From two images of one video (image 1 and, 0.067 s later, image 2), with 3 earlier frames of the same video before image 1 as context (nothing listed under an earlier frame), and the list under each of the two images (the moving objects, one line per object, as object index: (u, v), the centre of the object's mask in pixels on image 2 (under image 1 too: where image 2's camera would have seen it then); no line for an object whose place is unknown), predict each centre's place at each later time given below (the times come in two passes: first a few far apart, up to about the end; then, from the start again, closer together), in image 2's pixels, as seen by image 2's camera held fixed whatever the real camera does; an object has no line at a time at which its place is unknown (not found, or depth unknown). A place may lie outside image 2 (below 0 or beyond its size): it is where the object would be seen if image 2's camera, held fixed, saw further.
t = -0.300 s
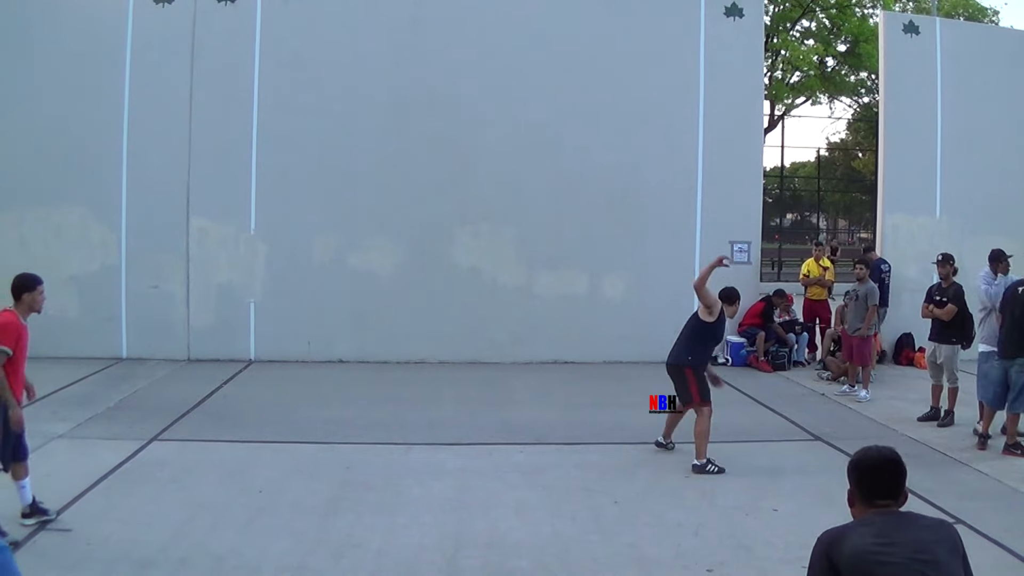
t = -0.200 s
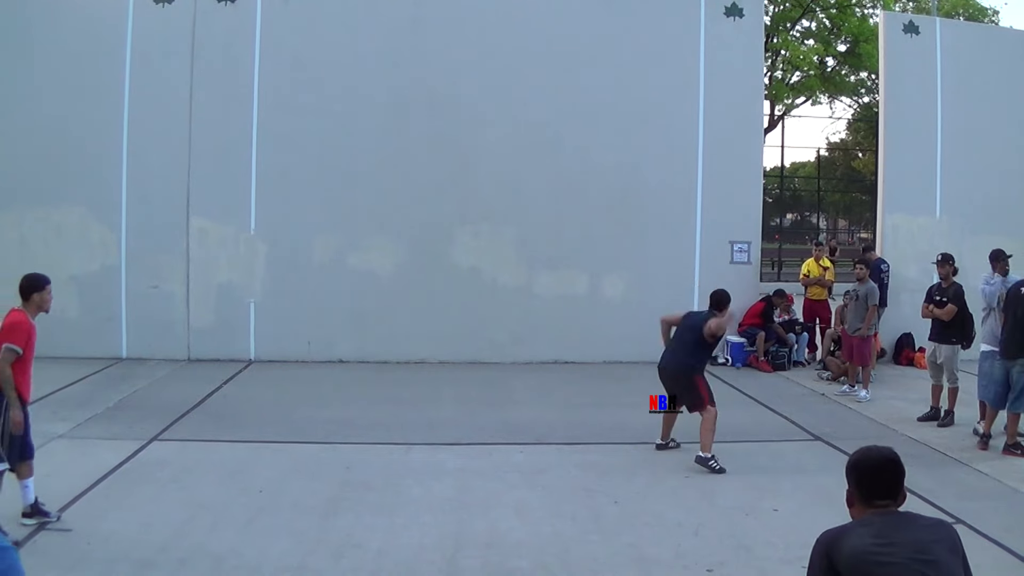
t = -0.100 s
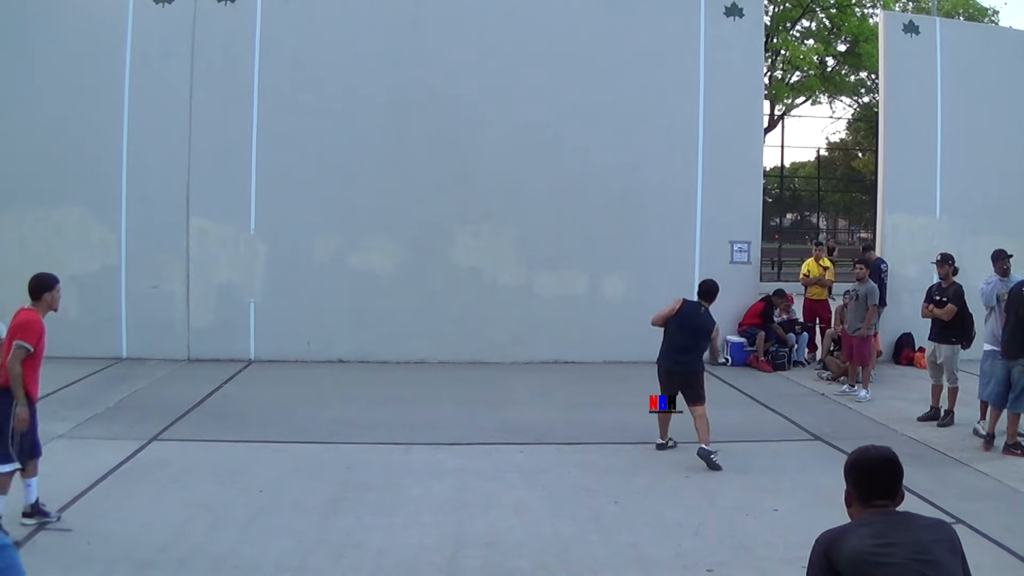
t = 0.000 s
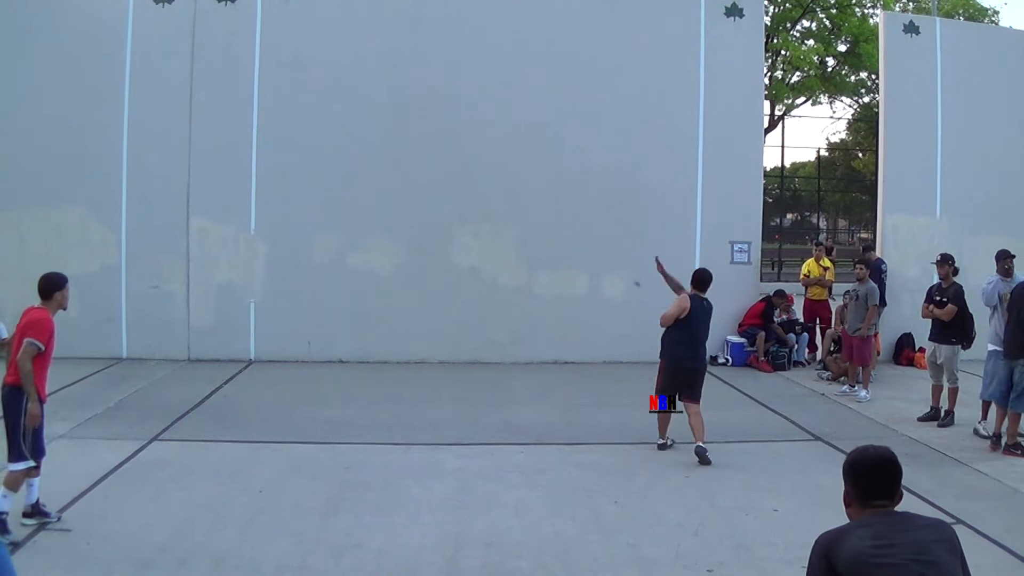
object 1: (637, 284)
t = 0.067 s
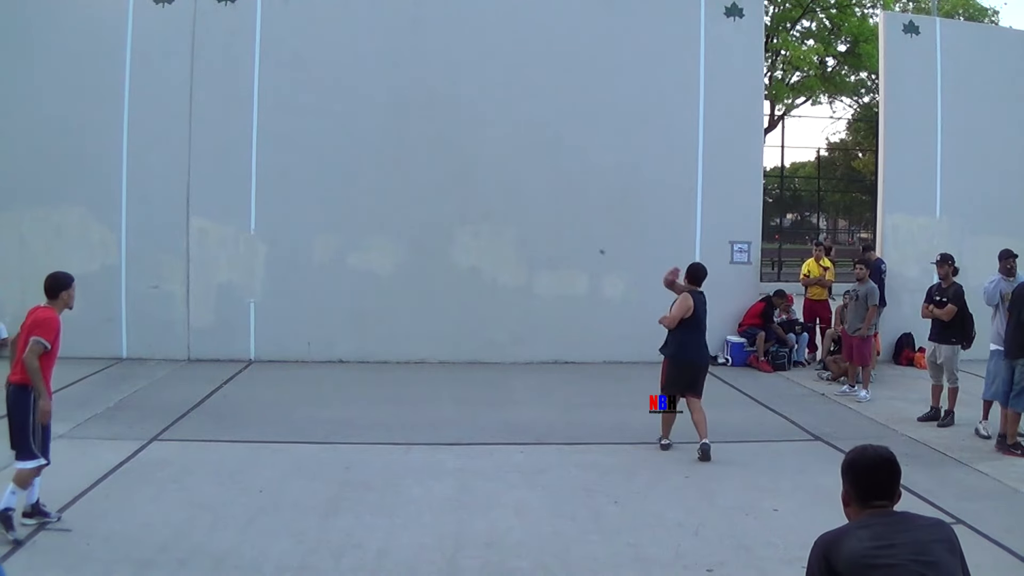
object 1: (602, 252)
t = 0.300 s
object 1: (591, 215)
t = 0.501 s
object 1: (597, 221)
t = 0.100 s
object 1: (587, 241)
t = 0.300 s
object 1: (591, 215)
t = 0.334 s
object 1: (592, 214)
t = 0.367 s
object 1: (593, 213)
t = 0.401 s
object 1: (594, 213)
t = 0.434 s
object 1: (595, 215)
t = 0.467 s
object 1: (596, 217)
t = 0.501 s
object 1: (597, 221)
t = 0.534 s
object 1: (598, 227)
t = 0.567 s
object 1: (599, 234)
